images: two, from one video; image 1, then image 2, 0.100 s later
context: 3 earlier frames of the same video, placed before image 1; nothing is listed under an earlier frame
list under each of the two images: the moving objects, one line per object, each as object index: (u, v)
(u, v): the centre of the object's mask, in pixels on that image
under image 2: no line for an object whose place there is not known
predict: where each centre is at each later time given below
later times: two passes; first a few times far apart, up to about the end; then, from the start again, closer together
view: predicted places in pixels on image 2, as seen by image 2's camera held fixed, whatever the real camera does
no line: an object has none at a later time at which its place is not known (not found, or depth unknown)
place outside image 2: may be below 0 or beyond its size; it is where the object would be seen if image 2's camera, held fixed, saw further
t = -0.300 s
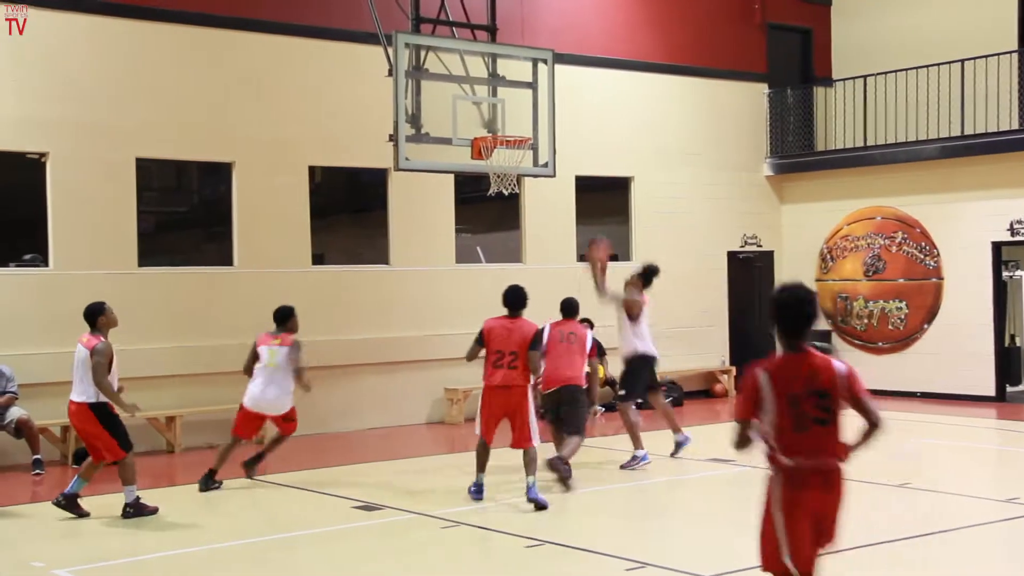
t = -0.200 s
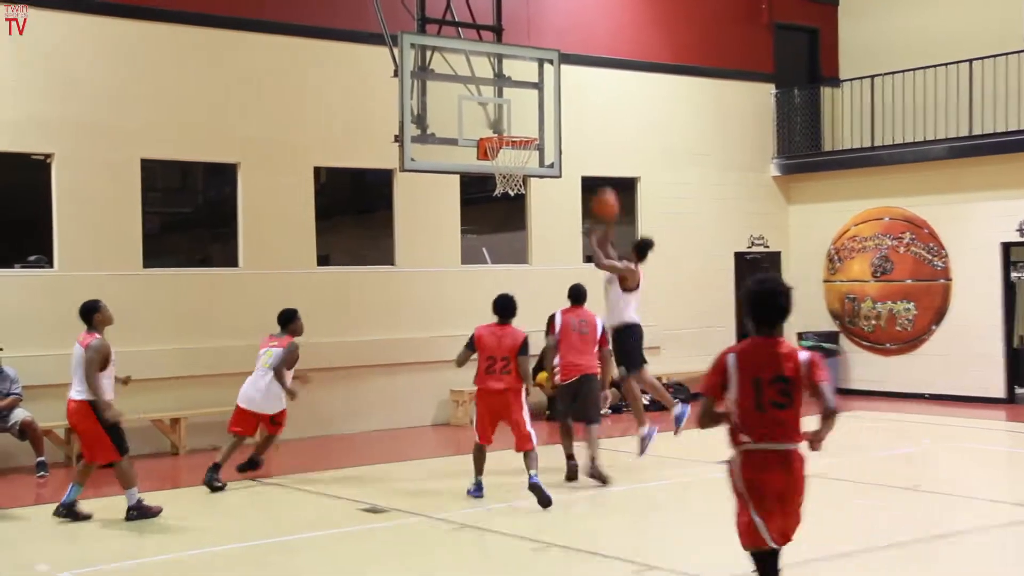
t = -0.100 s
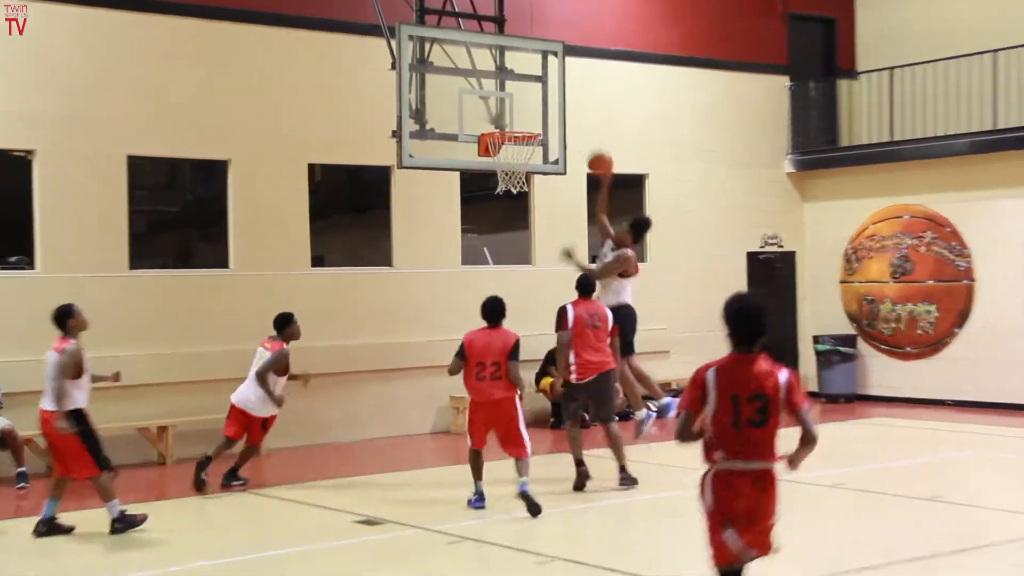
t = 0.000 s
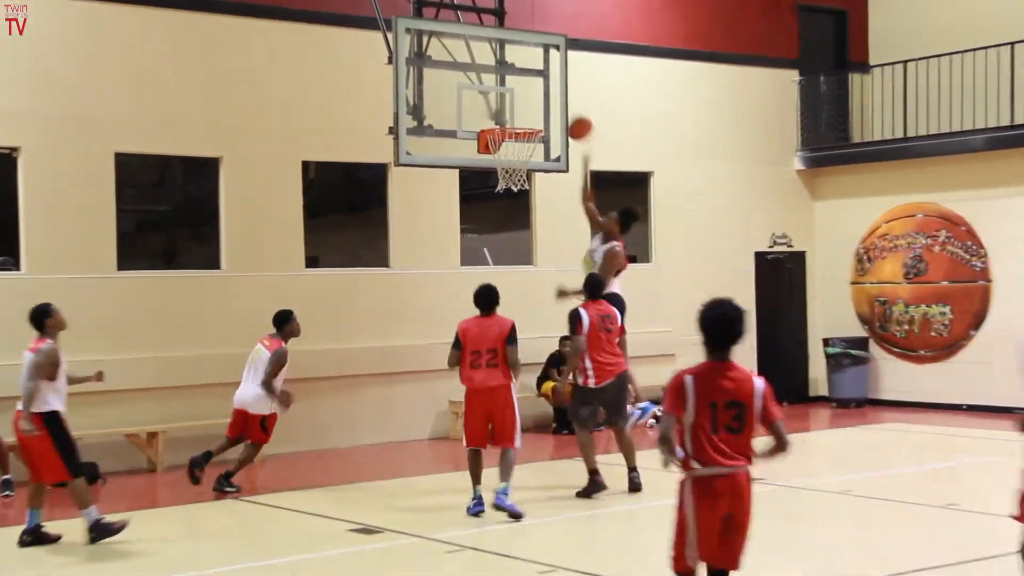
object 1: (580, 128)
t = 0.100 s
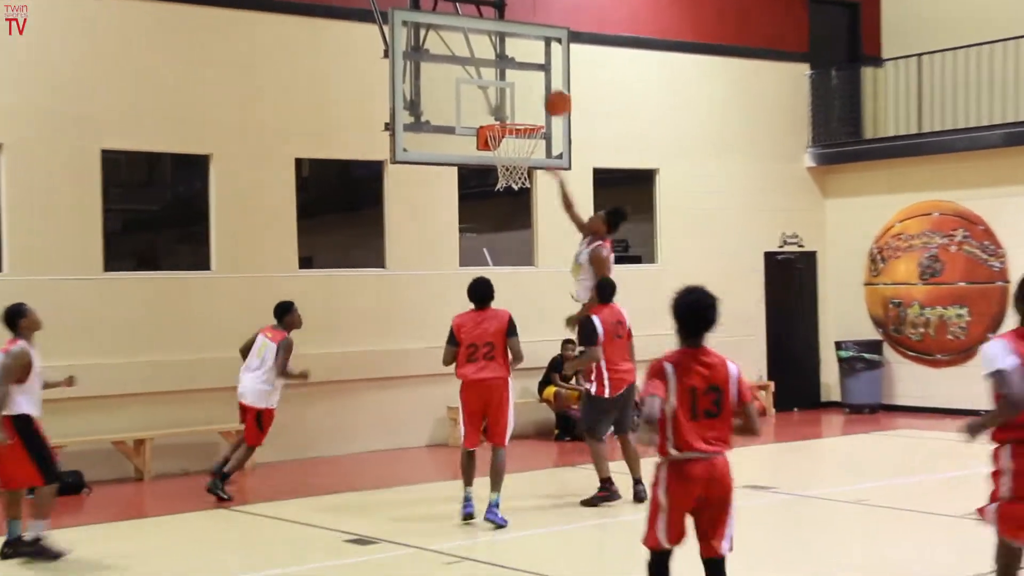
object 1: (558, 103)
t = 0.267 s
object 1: (532, 95)
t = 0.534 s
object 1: (526, 108)
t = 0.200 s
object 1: (534, 94)
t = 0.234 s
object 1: (532, 94)
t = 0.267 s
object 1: (532, 95)
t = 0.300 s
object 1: (532, 97)
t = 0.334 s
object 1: (531, 101)
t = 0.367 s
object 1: (531, 106)
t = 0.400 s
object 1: (530, 112)
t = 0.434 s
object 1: (529, 112)
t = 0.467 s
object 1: (528, 109)
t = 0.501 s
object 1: (527, 108)
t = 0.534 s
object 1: (526, 108)
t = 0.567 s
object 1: (525, 109)
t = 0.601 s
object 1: (524, 111)
